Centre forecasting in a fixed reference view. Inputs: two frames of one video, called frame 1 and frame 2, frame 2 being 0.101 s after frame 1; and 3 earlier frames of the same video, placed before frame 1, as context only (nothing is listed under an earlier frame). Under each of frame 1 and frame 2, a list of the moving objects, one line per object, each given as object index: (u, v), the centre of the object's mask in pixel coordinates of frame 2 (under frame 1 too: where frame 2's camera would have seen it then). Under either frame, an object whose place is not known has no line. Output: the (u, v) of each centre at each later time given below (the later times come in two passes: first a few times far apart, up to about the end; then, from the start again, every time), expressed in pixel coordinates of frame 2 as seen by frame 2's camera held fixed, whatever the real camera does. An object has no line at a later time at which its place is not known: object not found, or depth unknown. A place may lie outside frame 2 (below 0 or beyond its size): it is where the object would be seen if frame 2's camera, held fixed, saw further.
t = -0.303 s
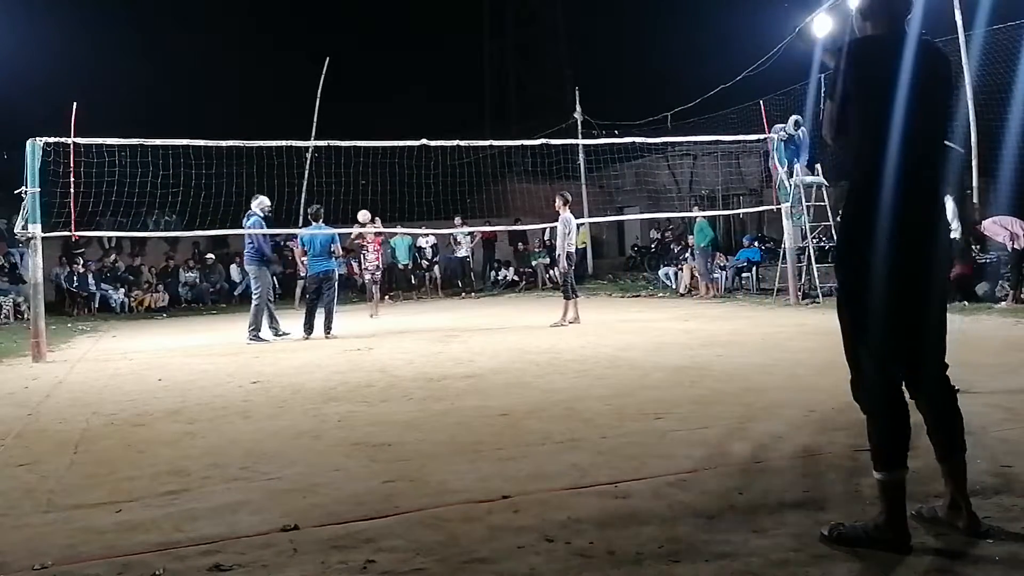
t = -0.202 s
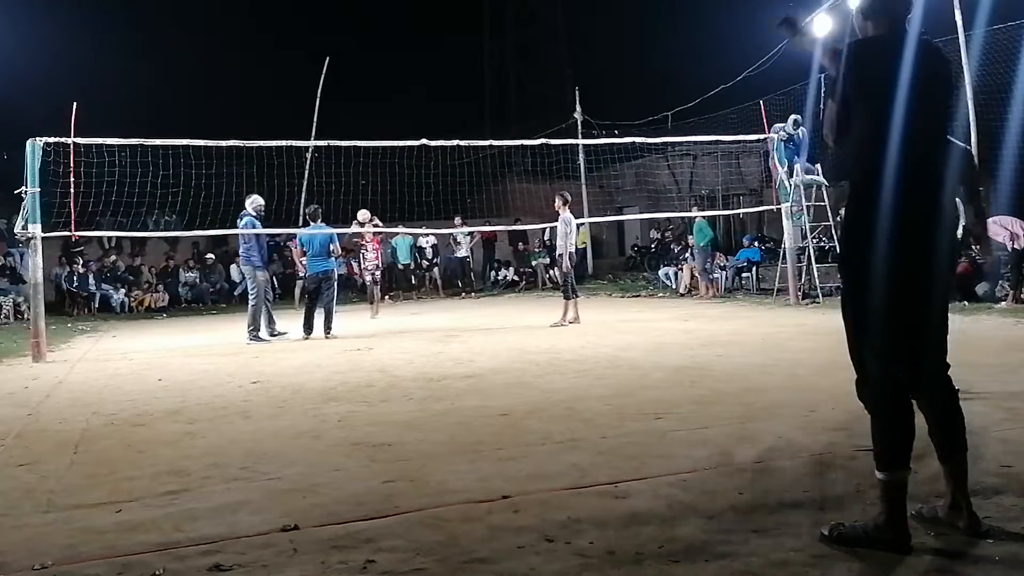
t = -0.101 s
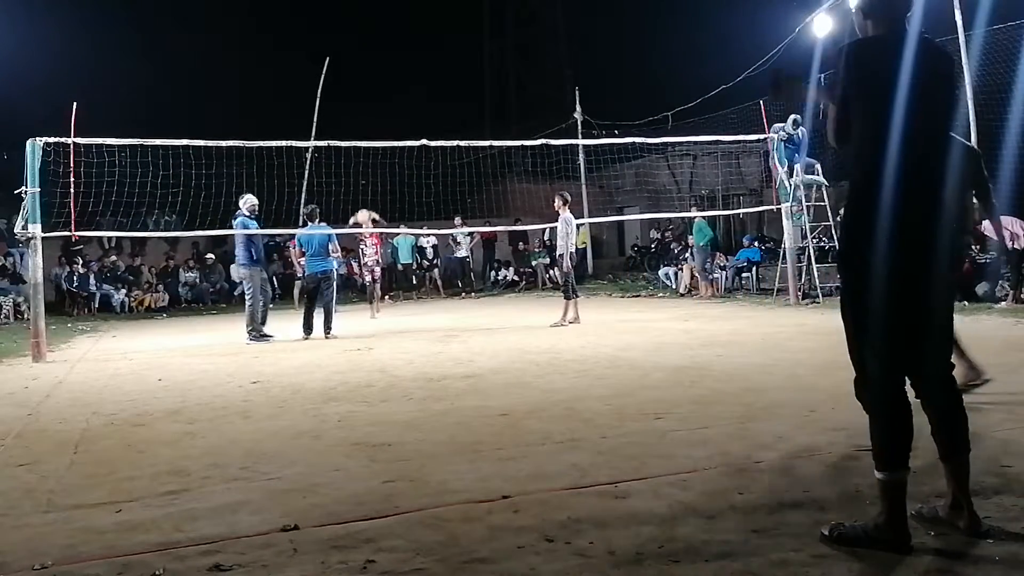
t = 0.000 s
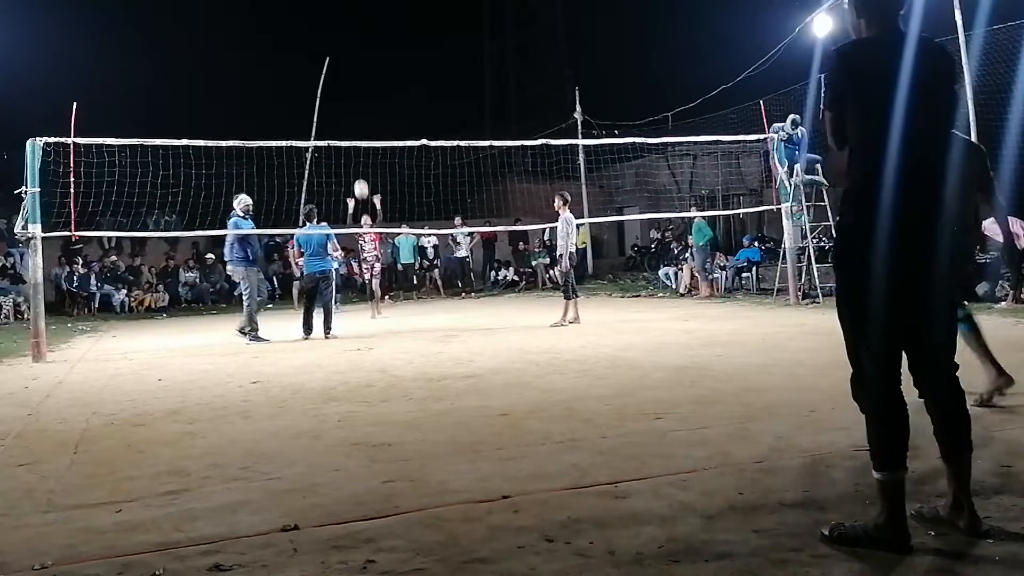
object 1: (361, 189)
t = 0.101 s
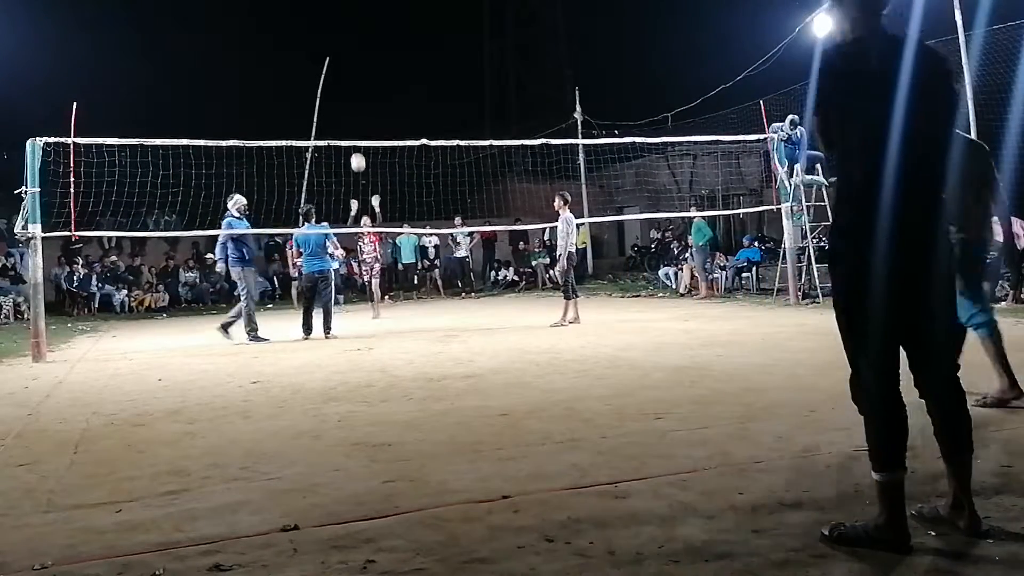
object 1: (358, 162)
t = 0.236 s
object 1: (354, 134)
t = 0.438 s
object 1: (350, 114)
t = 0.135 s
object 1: (357, 155)
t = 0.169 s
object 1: (356, 148)
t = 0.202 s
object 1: (355, 140)
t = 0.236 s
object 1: (354, 134)
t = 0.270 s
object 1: (353, 130)
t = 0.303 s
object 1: (353, 125)
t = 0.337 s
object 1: (352, 121)
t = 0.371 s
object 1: (351, 118)
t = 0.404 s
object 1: (351, 115)
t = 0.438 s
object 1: (350, 114)
